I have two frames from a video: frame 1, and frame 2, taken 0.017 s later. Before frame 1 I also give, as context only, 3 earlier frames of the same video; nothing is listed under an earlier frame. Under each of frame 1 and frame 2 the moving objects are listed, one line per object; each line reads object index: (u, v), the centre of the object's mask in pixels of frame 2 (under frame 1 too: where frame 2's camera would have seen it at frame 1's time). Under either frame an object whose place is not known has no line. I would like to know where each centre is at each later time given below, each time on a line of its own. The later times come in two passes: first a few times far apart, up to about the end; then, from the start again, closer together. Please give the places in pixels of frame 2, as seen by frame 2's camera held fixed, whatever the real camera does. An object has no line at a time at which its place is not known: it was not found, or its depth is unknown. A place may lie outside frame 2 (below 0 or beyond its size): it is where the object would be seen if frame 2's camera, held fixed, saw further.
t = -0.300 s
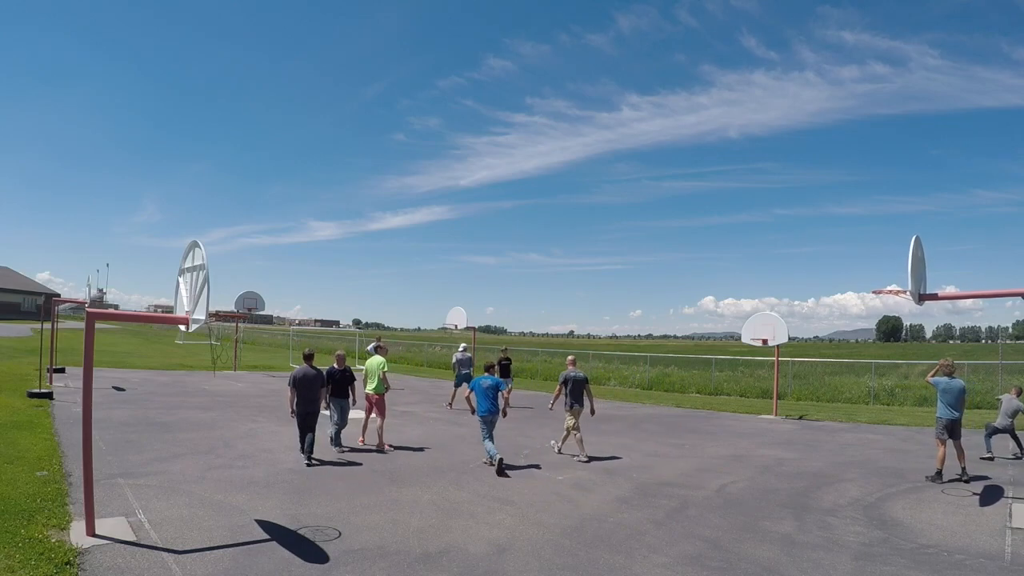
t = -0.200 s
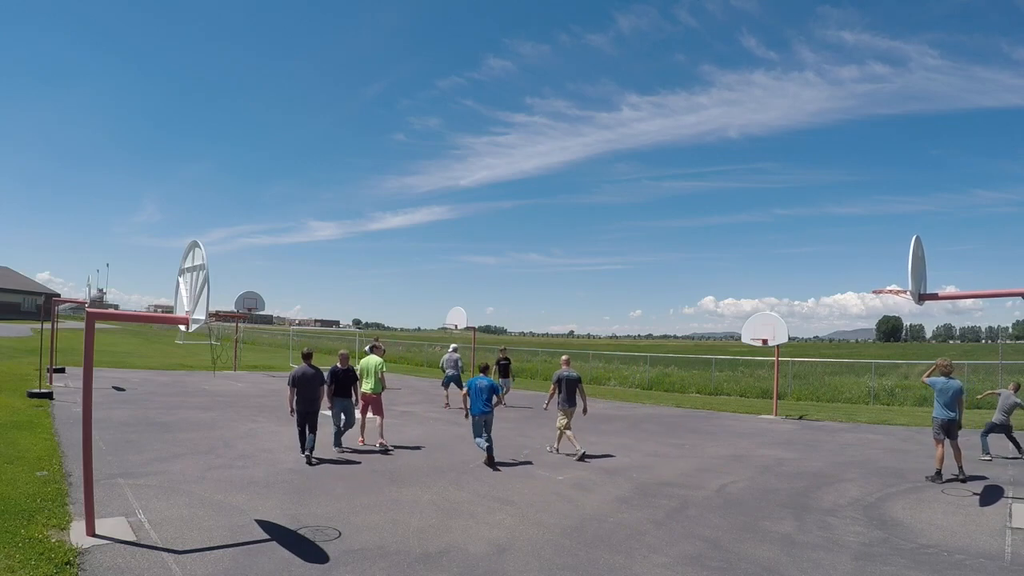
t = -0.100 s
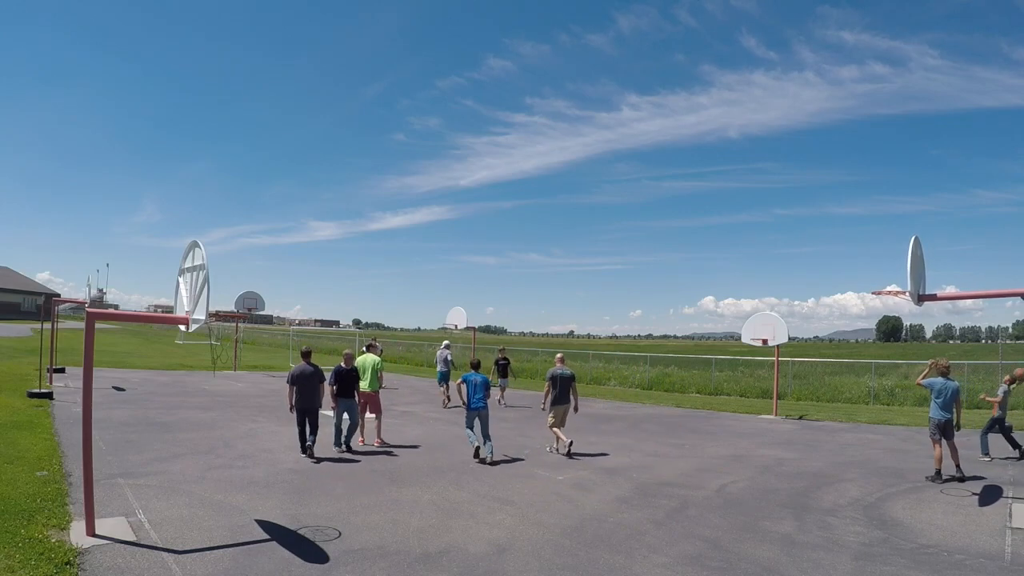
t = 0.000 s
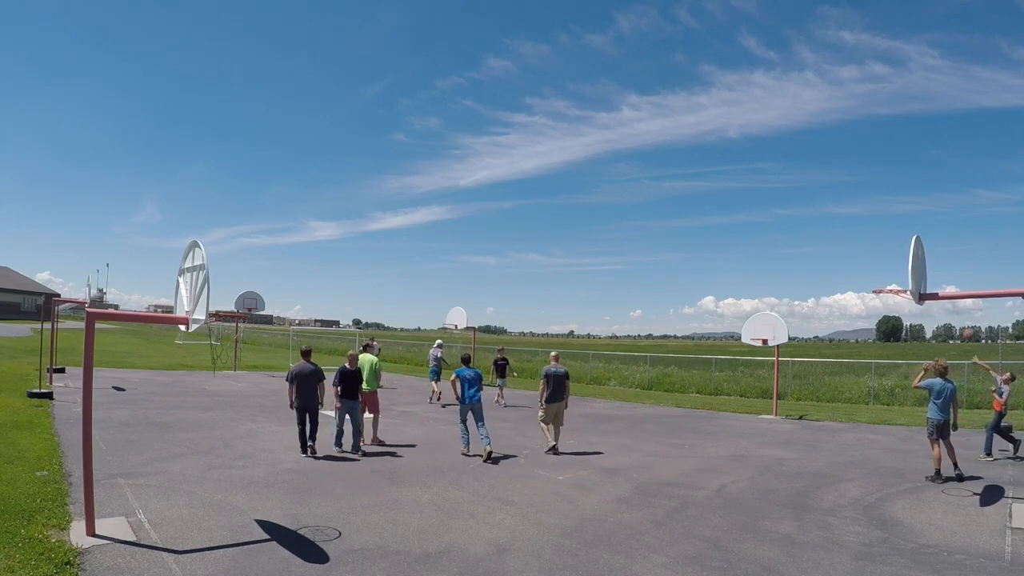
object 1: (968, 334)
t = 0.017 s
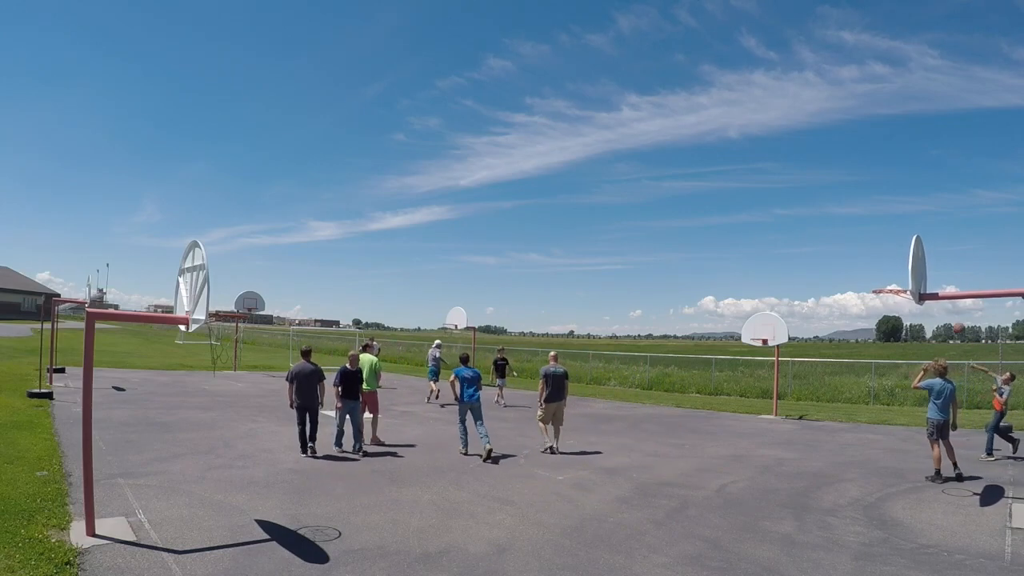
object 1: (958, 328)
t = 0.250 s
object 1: (824, 259)
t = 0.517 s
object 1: (697, 218)
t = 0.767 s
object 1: (603, 208)
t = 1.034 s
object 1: (522, 220)
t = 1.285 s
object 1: (460, 247)
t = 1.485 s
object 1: (416, 278)
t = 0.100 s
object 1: (907, 301)
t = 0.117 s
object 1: (899, 295)
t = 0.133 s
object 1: (888, 288)
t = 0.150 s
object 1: (879, 285)
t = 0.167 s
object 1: (869, 280)
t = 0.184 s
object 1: (860, 275)
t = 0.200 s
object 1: (851, 271)
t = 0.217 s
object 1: (841, 267)
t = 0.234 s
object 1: (832, 263)
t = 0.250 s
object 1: (824, 259)
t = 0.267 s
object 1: (815, 255)
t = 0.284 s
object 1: (806, 252)
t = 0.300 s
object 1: (797, 249)
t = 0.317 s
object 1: (789, 246)
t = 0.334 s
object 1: (781, 242)
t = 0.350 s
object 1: (773, 240)
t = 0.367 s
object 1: (765, 237)
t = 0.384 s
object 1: (756, 235)
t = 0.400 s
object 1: (749, 232)
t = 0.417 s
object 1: (741, 230)
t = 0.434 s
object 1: (733, 227)
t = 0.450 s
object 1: (726, 225)
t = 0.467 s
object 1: (718, 223)
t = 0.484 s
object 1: (711, 222)
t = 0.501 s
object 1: (704, 220)
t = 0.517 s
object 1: (697, 218)
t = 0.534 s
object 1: (690, 217)
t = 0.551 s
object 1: (683, 216)
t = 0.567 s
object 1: (677, 214)
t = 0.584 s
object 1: (670, 213)
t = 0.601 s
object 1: (664, 212)
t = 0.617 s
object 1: (657, 211)
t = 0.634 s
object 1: (651, 211)
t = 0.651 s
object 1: (644, 210)
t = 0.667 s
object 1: (638, 209)
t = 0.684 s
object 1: (632, 209)
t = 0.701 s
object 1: (626, 209)
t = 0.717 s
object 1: (620, 208)
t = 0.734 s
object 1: (615, 208)
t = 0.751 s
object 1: (609, 208)
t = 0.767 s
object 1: (603, 208)
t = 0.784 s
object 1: (598, 208)
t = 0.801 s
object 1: (592, 208)
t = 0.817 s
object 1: (587, 209)
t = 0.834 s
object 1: (582, 209)
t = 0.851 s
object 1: (576, 209)
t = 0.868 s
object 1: (571, 210)
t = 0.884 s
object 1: (566, 211)
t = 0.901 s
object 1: (561, 211)
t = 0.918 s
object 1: (556, 212)
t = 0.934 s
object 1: (551, 213)
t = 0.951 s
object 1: (546, 214)
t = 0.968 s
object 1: (541, 215)
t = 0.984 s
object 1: (536, 216)
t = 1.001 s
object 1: (532, 217)
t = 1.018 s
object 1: (527, 219)
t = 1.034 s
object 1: (522, 220)
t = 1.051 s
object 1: (518, 221)
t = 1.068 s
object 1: (514, 223)
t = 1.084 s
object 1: (509, 224)
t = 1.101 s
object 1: (504, 226)
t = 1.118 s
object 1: (501, 228)
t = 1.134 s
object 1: (496, 229)
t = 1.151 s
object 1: (492, 231)
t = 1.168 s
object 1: (488, 233)
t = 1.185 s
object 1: (484, 235)
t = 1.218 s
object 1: (476, 239)
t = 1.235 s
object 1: (472, 241)
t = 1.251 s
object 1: (468, 243)
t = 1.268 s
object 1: (464, 245)
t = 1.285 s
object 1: (460, 247)
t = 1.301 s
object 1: (456, 250)
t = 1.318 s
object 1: (452, 252)
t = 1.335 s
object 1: (448, 254)
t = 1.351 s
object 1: (445, 257)
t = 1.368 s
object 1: (441, 259)
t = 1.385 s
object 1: (437, 262)
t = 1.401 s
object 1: (434, 264)
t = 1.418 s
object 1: (430, 267)
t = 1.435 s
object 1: (426, 270)
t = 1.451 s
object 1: (423, 272)
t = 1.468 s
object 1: (419, 275)
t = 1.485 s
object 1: (416, 278)
